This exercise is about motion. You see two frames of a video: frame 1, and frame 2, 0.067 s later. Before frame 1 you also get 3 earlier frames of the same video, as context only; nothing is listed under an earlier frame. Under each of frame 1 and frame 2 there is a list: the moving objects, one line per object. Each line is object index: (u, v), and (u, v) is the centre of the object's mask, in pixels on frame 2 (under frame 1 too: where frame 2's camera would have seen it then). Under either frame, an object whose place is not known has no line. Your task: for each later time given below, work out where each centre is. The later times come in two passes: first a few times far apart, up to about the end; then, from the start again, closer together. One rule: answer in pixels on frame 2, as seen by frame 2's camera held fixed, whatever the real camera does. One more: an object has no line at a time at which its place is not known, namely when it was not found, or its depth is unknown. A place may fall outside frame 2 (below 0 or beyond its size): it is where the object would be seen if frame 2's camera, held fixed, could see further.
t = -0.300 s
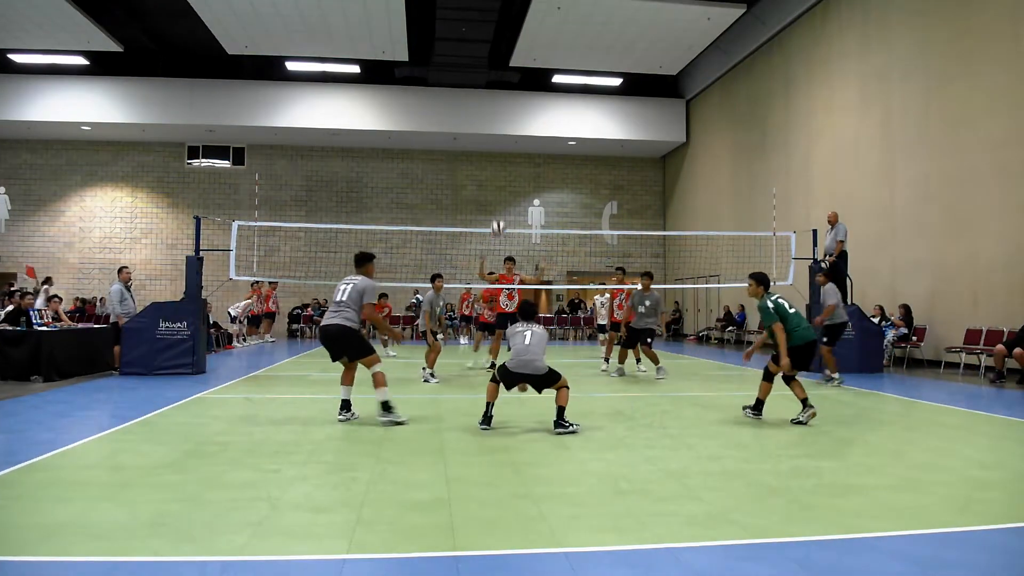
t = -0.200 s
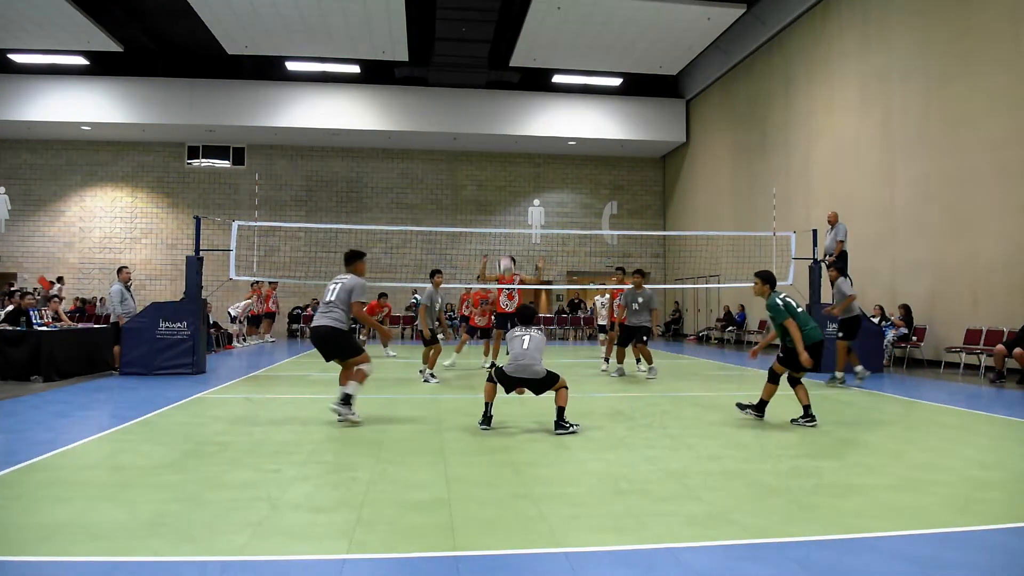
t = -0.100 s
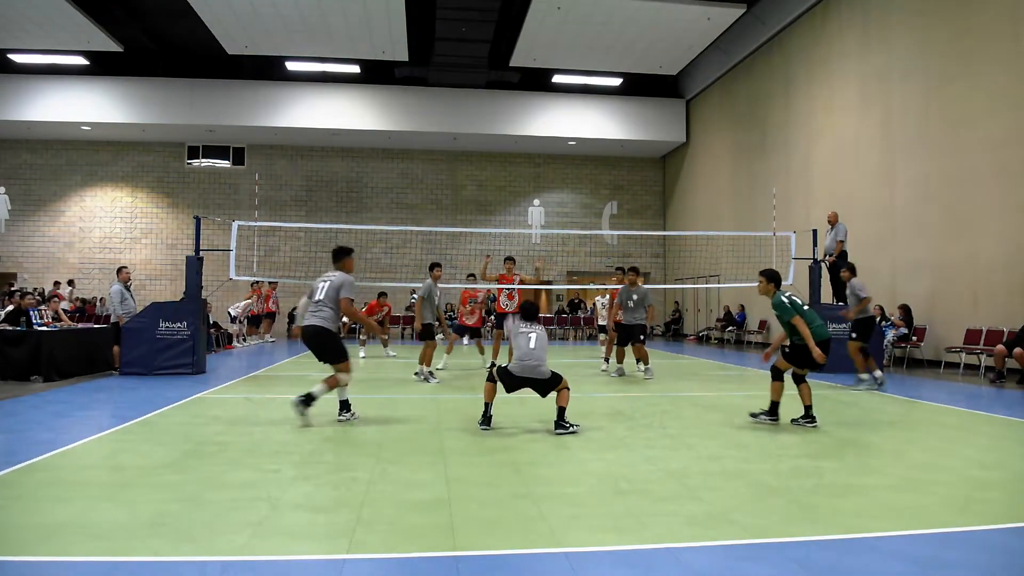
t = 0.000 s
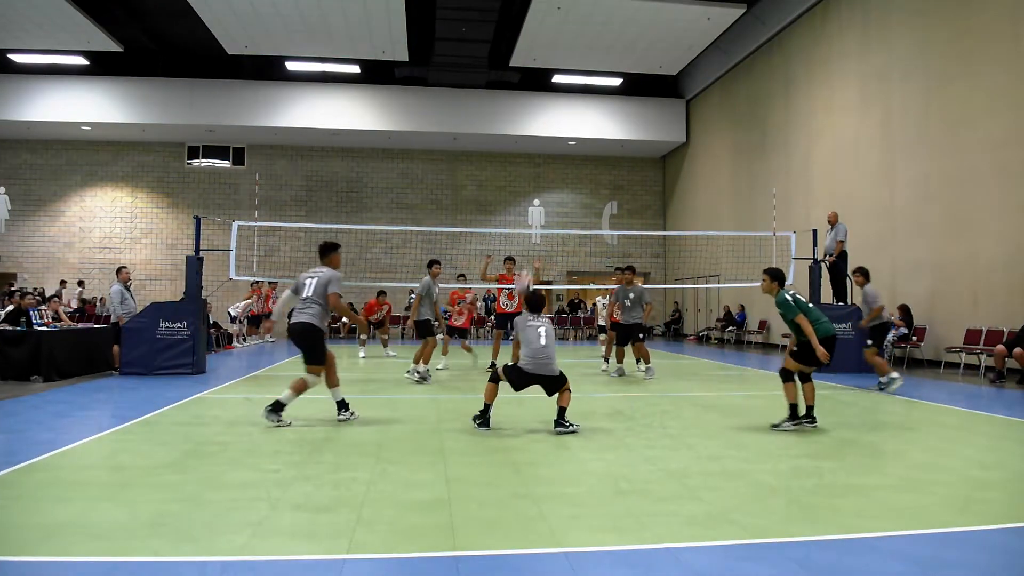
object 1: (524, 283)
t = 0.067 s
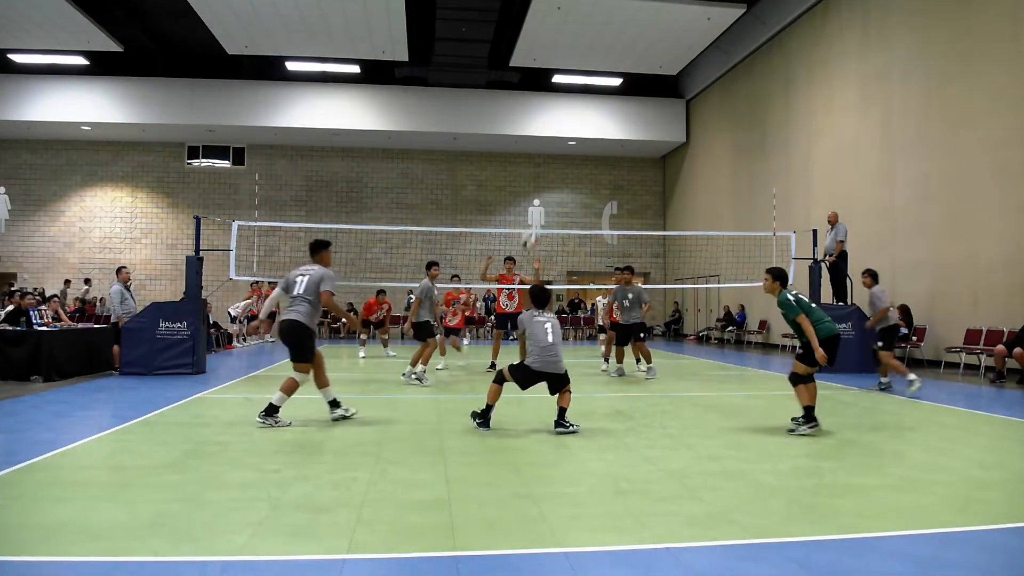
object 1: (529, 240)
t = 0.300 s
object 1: (550, 135)
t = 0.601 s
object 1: (571, 80)
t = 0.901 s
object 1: (590, 94)
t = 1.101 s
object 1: (600, 134)
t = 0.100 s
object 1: (533, 218)
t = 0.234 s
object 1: (544, 156)
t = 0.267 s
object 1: (546, 144)
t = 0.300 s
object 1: (550, 135)
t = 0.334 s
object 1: (550, 123)
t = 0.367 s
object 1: (555, 115)
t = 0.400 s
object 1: (558, 108)
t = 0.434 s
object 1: (561, 96)
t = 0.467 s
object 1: (563, 94)
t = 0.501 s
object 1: (565, 89)
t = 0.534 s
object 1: (567, 87)
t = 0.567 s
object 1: (569, 83)
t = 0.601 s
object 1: (571, 80)
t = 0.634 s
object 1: (574, 78)
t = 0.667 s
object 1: (576, 78)
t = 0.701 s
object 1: (578, 78)
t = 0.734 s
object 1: (580, 79)
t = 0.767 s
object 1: (582, 80)
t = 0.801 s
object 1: (584, 83)
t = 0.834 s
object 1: (586, 86)
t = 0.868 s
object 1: (588, 89)
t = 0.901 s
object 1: (590, 94)
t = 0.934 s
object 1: (591, 98)
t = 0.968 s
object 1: (594, 105)
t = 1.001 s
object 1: (595, 113)
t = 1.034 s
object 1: (597, 118)
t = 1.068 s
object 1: (598, 126)
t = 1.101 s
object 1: (600, 134)
